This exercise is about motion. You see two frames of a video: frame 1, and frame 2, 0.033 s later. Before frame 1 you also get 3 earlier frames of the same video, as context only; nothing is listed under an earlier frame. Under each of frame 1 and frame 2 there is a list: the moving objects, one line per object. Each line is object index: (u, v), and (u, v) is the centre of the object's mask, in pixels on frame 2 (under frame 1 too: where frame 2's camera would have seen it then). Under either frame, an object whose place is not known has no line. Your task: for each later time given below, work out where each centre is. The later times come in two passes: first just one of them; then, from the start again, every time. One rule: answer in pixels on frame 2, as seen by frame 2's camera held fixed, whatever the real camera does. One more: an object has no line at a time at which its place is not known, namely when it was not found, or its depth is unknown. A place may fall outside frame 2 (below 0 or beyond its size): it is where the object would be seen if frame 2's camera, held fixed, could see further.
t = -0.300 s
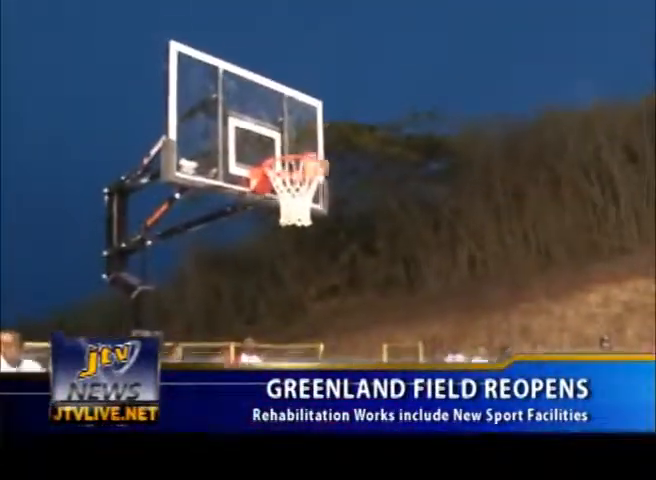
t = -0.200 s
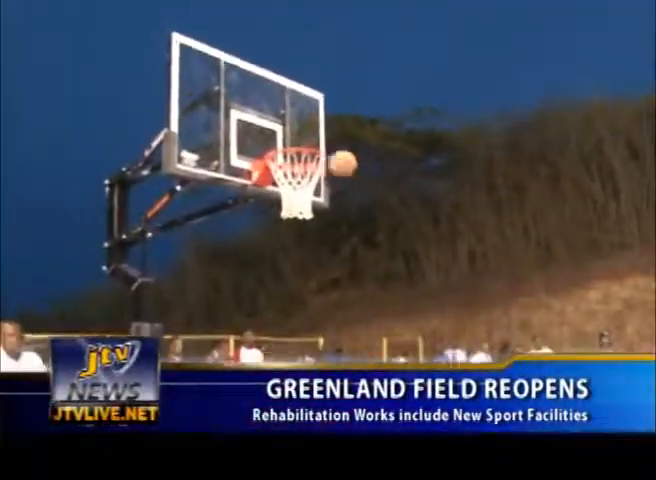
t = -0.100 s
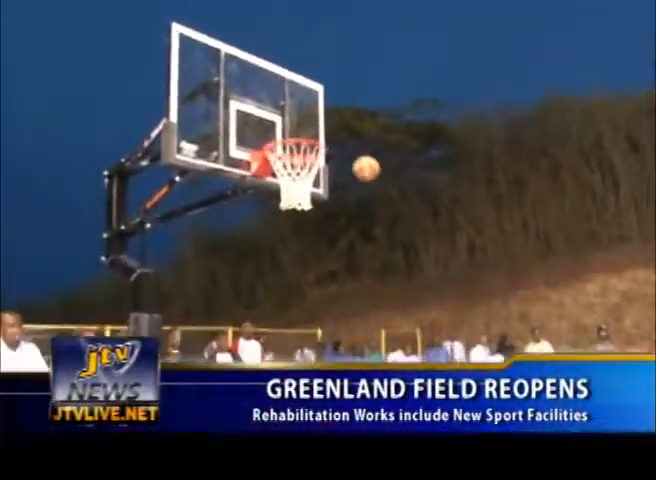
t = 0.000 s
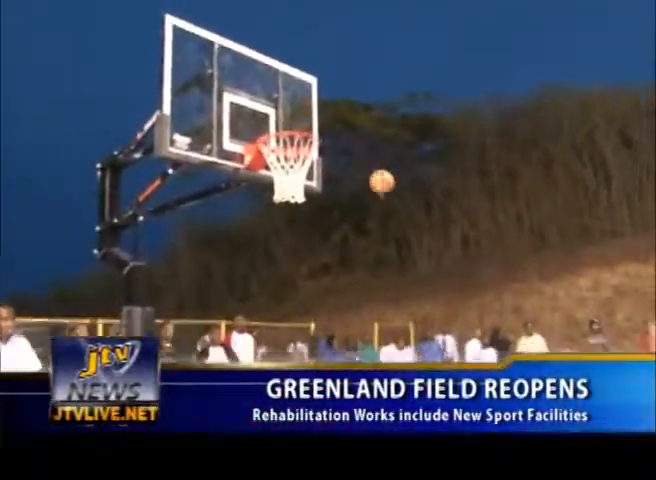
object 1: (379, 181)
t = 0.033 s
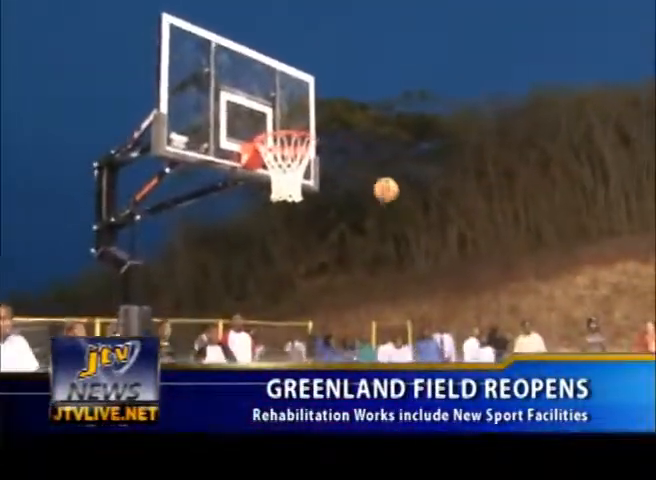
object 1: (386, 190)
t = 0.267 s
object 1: (431, 267)
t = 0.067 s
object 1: (393, 199)
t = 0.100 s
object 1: (399, 208)
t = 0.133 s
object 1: (405, 219)
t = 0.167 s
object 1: (412, 229)
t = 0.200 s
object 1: (418, 241)
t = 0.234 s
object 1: (425, 254)
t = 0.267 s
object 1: (431, 267)
